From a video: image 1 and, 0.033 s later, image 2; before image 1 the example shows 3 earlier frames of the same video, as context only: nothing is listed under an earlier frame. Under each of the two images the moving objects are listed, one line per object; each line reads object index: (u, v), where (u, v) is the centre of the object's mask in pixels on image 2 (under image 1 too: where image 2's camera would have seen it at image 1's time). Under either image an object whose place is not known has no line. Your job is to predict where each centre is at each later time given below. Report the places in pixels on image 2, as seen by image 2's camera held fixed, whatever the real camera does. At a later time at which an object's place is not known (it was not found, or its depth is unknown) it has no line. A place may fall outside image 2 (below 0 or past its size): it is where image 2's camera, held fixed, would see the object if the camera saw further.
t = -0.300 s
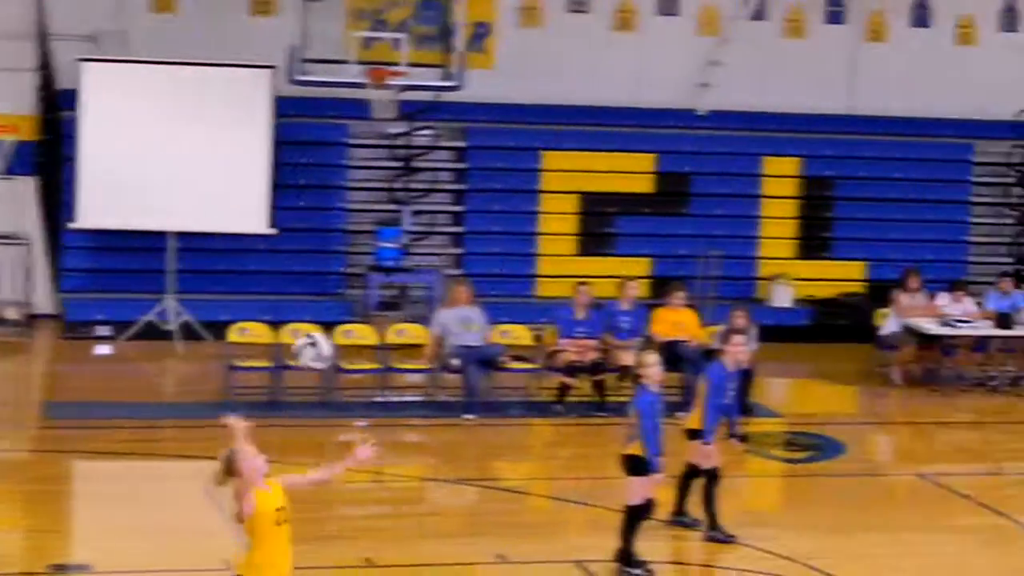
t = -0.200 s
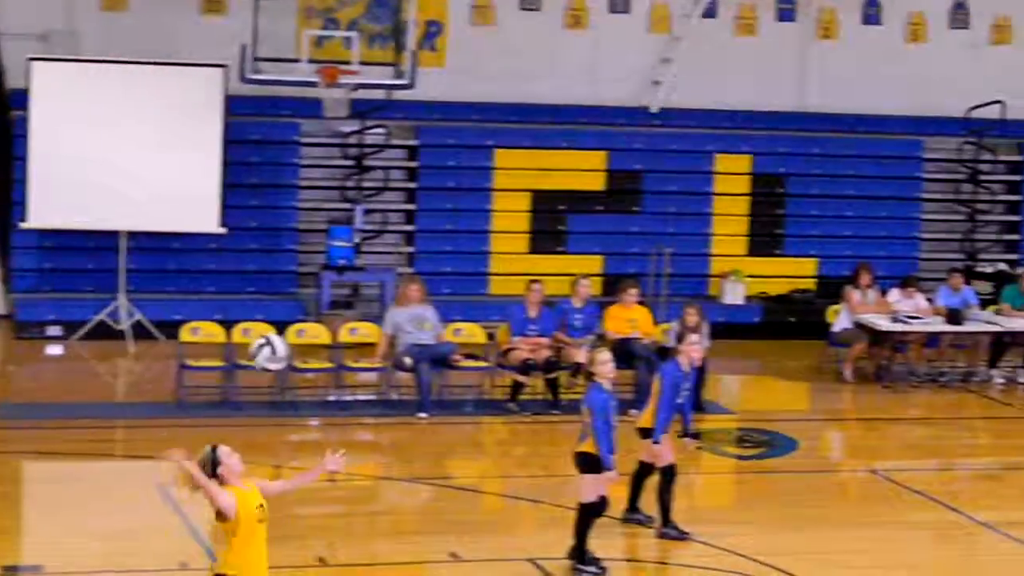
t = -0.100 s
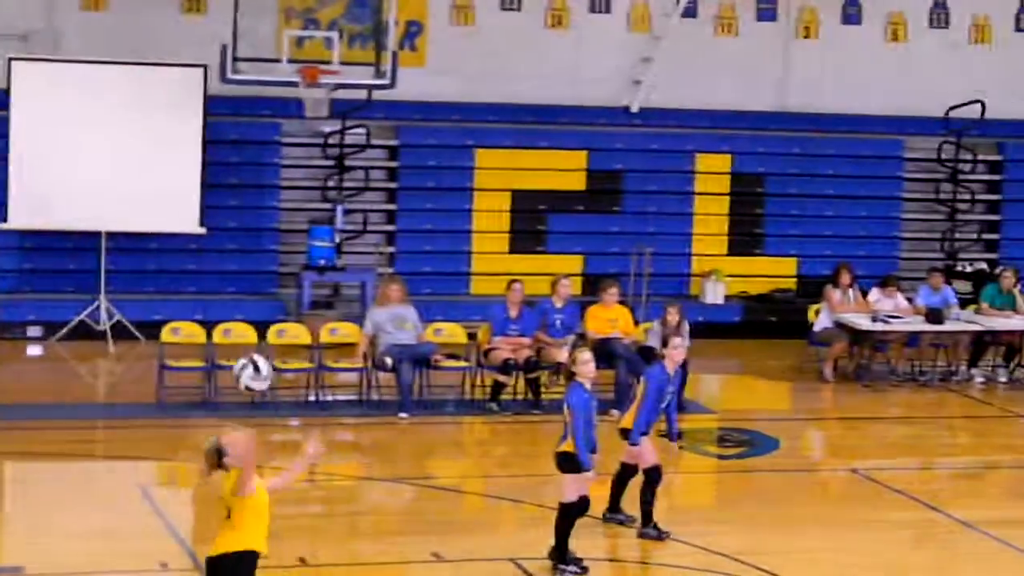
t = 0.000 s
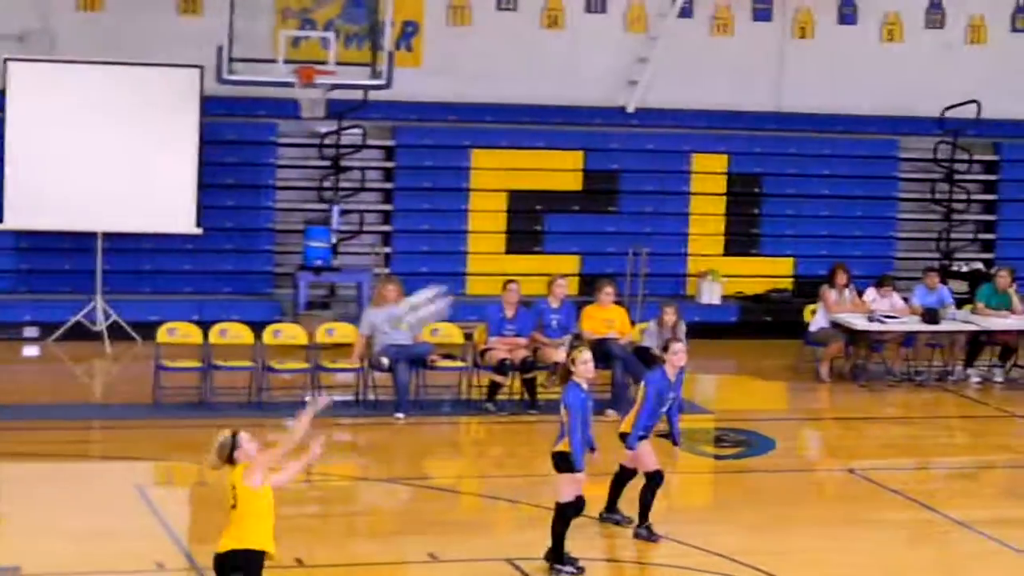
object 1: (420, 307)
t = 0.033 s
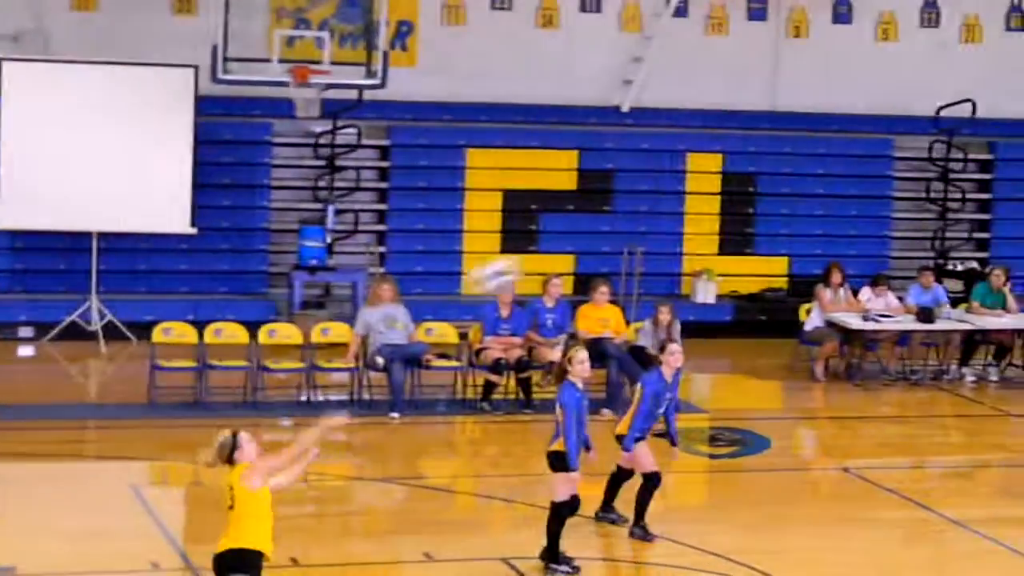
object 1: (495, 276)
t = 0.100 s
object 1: (634, 226)
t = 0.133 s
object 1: (701, 203)
